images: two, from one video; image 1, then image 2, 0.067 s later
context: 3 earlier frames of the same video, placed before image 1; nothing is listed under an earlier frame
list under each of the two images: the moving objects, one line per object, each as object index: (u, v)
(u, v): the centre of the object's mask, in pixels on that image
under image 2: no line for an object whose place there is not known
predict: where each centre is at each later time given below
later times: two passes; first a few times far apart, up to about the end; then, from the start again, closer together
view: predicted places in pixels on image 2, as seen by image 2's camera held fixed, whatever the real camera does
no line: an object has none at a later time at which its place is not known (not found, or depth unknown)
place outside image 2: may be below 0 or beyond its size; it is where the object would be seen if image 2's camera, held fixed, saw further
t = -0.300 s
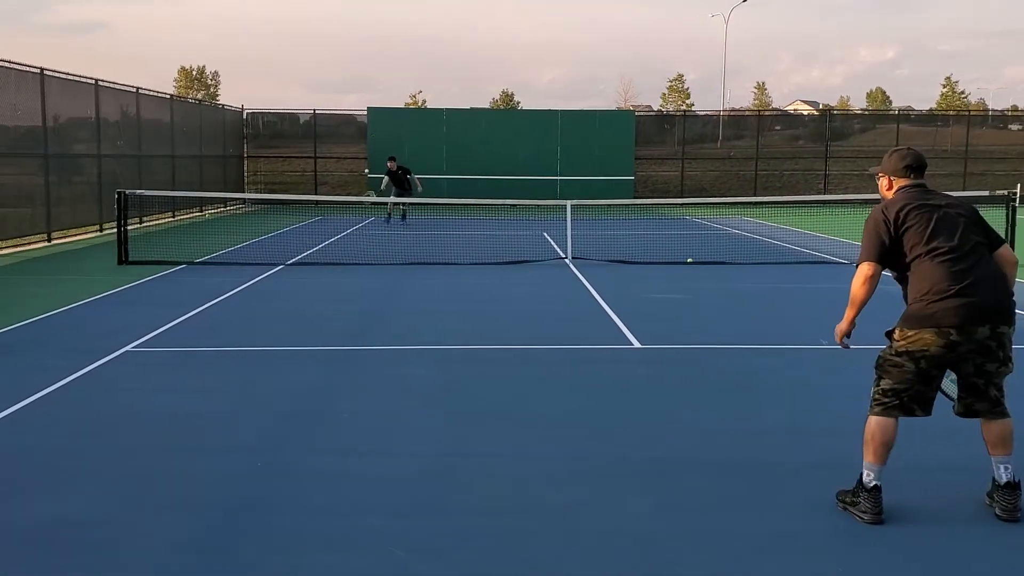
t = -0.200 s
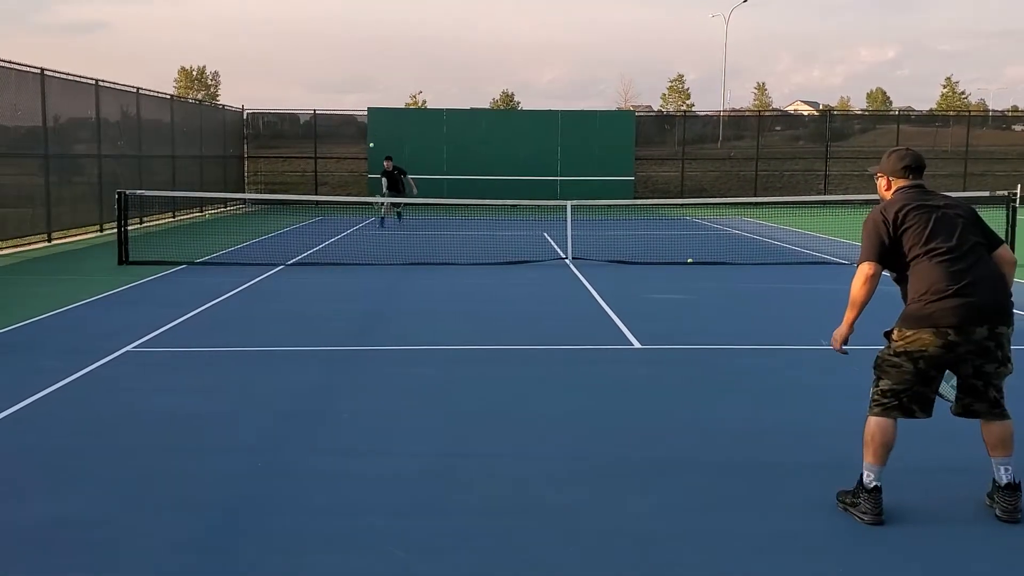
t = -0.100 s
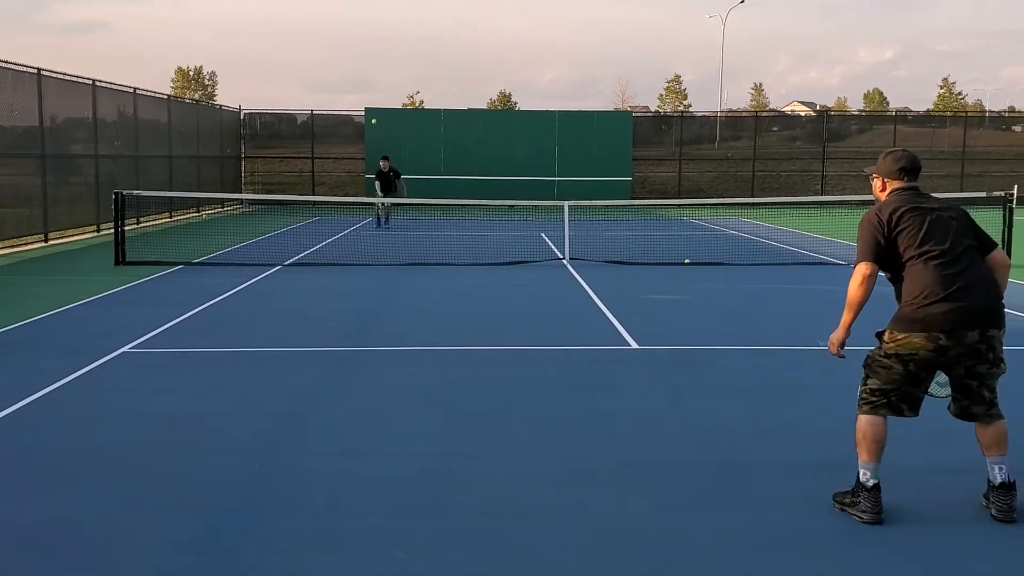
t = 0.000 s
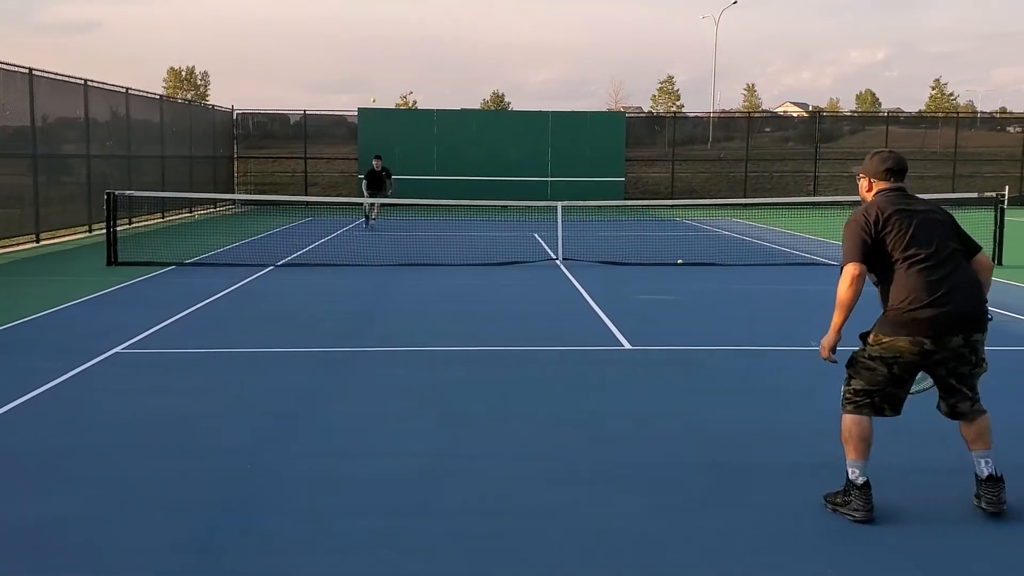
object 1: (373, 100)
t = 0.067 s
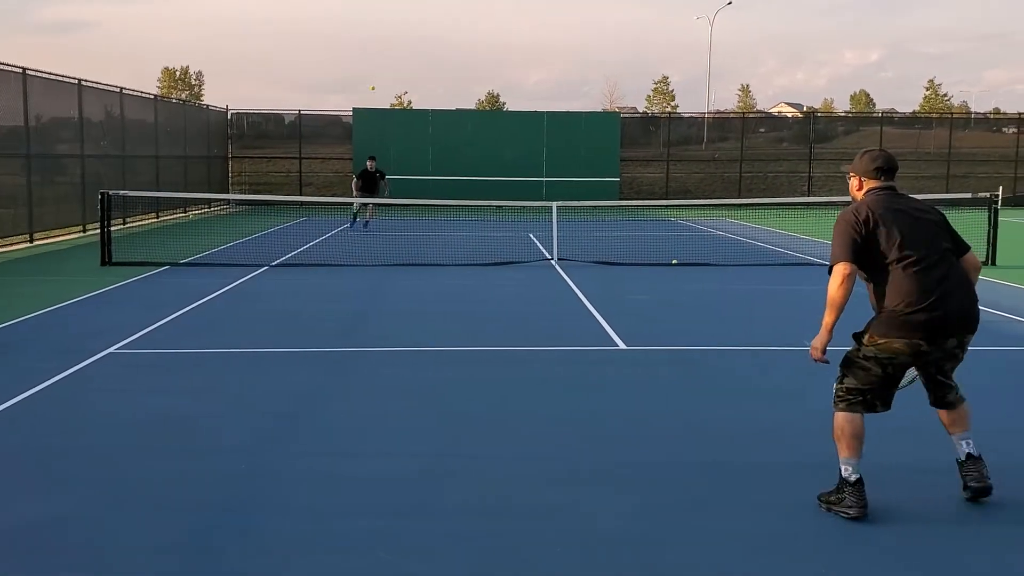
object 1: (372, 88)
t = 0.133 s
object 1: (377, 77)
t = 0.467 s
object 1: (412, 68)
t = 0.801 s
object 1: (491, 219)
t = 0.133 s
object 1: (377, 77)
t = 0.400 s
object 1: (403, 63)
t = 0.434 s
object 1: (408, 65)
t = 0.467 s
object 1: (412, 68)
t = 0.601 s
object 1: (435, 98)
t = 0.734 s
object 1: (468, 165)
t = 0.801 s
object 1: (491, 219)
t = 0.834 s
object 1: (503, 253)
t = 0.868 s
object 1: (518, 293)
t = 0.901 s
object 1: (535, 341)
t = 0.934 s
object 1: (554, 397)
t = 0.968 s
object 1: (575, 465)
